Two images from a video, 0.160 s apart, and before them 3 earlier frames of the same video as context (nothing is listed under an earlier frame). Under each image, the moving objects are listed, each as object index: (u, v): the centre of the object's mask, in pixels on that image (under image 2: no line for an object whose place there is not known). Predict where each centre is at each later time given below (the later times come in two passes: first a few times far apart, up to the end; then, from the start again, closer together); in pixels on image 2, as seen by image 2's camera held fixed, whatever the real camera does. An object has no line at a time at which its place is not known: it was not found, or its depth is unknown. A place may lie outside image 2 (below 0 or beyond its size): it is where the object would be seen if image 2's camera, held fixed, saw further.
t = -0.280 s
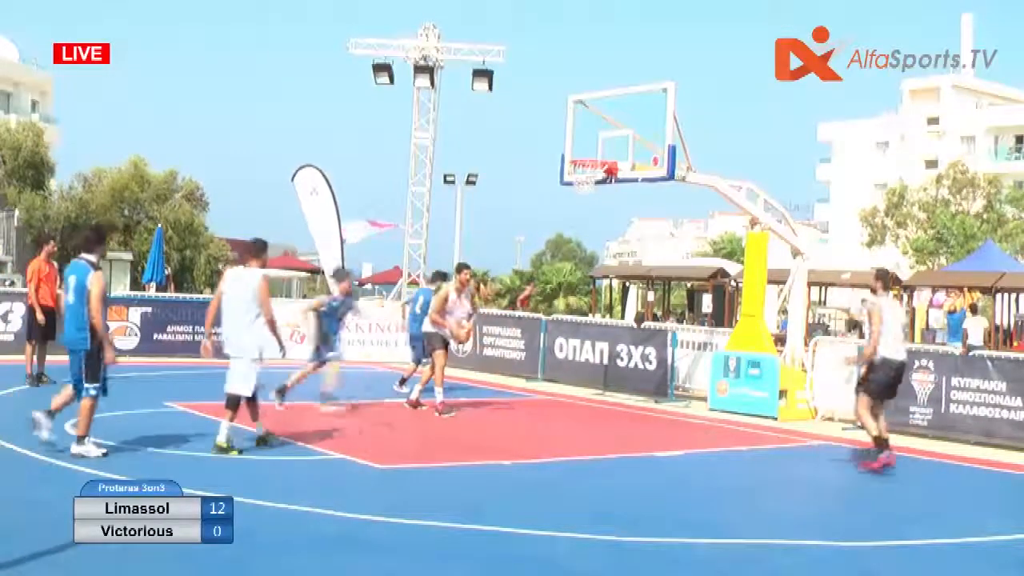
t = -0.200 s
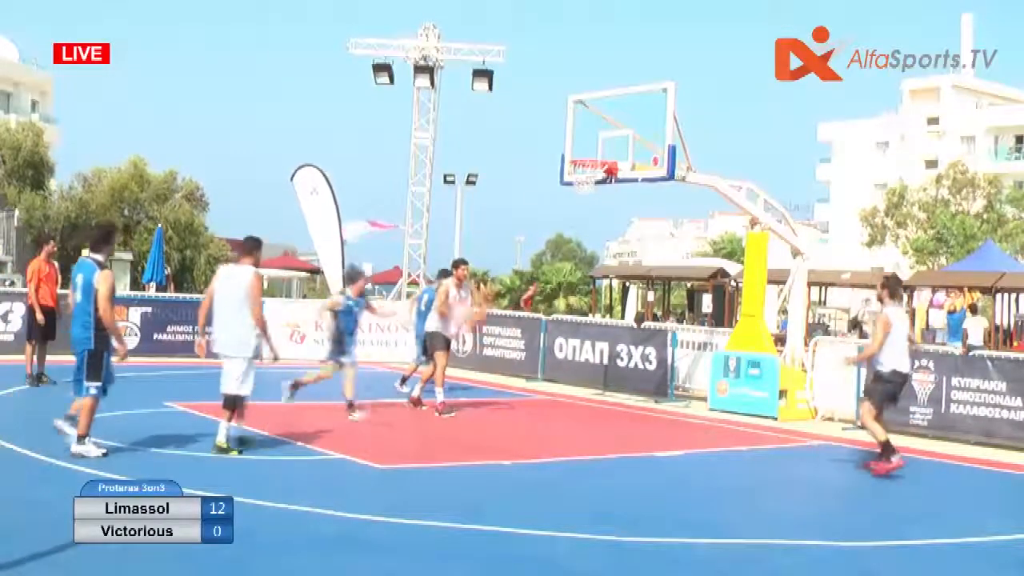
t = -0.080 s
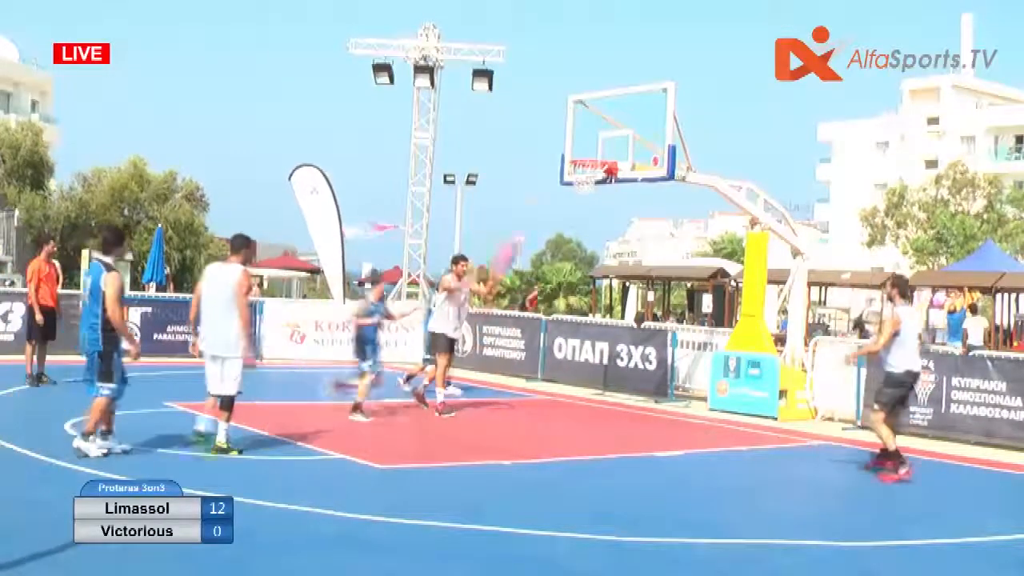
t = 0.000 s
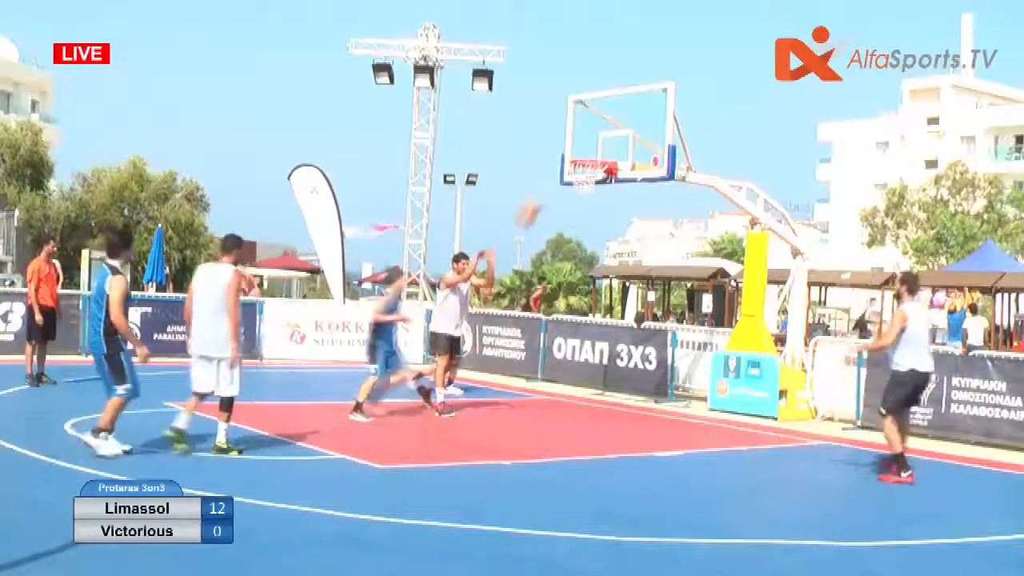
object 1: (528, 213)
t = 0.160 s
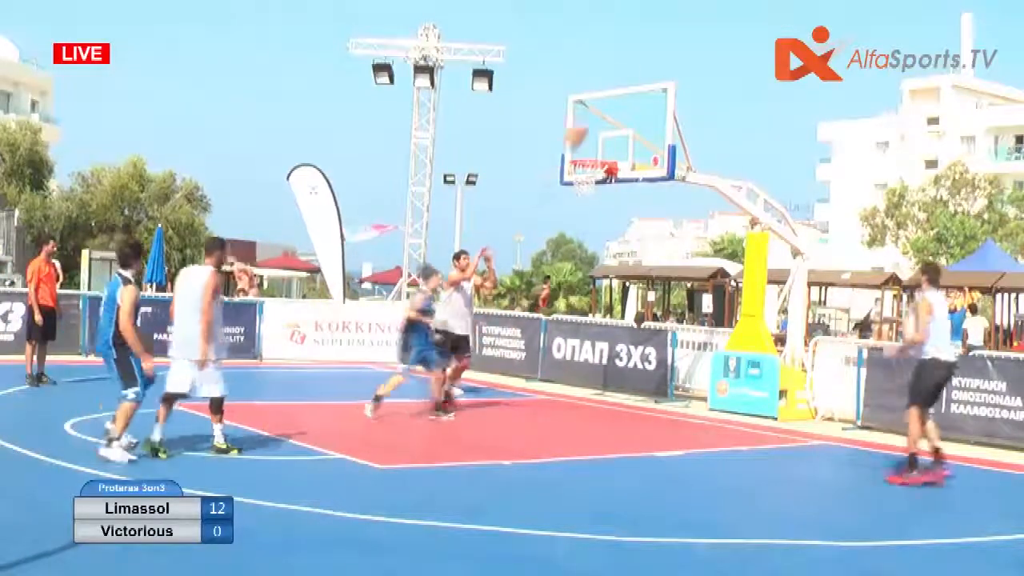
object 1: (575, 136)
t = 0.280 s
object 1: (611, 91)
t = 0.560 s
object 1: (697, 28)
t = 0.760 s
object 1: (763, 27)
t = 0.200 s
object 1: (587, 121)
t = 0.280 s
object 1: (611, 91)
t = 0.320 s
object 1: (624, 77)
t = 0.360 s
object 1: (635, 65)
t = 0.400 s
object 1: (647, 56)
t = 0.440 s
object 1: (659, 47)
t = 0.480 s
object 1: (671, 39)
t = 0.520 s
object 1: (684, 33)
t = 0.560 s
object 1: (697, 28)
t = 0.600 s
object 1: (710, 25)
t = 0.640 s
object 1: (724, 23)
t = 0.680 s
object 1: (738, 22)
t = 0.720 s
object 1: (750, 24)
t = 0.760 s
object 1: (763, 27)
